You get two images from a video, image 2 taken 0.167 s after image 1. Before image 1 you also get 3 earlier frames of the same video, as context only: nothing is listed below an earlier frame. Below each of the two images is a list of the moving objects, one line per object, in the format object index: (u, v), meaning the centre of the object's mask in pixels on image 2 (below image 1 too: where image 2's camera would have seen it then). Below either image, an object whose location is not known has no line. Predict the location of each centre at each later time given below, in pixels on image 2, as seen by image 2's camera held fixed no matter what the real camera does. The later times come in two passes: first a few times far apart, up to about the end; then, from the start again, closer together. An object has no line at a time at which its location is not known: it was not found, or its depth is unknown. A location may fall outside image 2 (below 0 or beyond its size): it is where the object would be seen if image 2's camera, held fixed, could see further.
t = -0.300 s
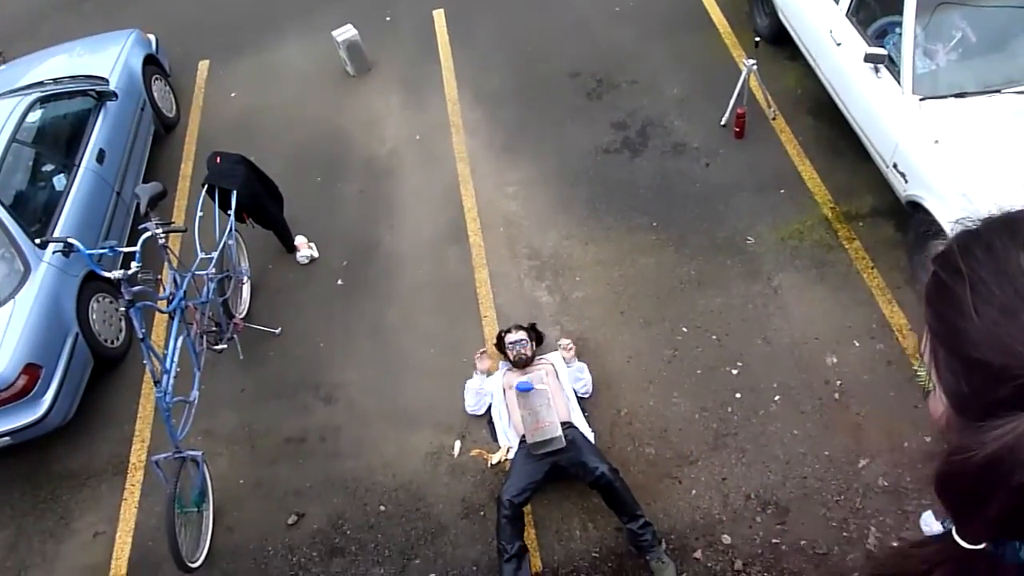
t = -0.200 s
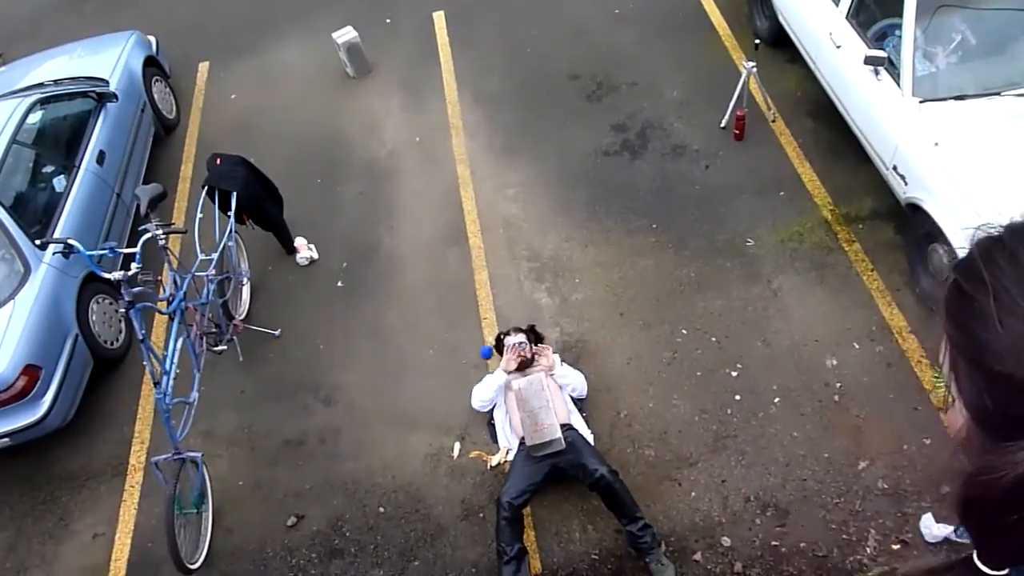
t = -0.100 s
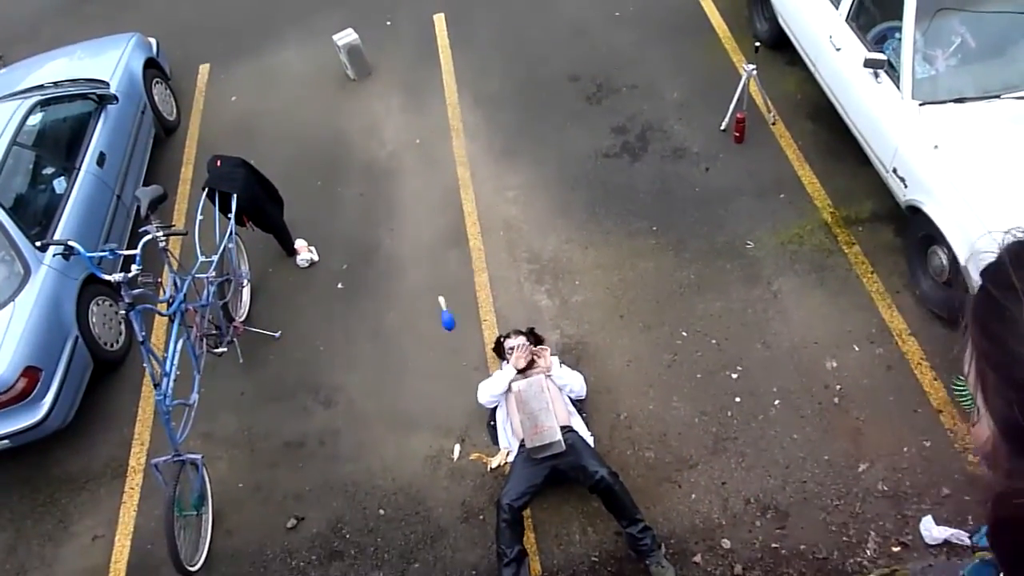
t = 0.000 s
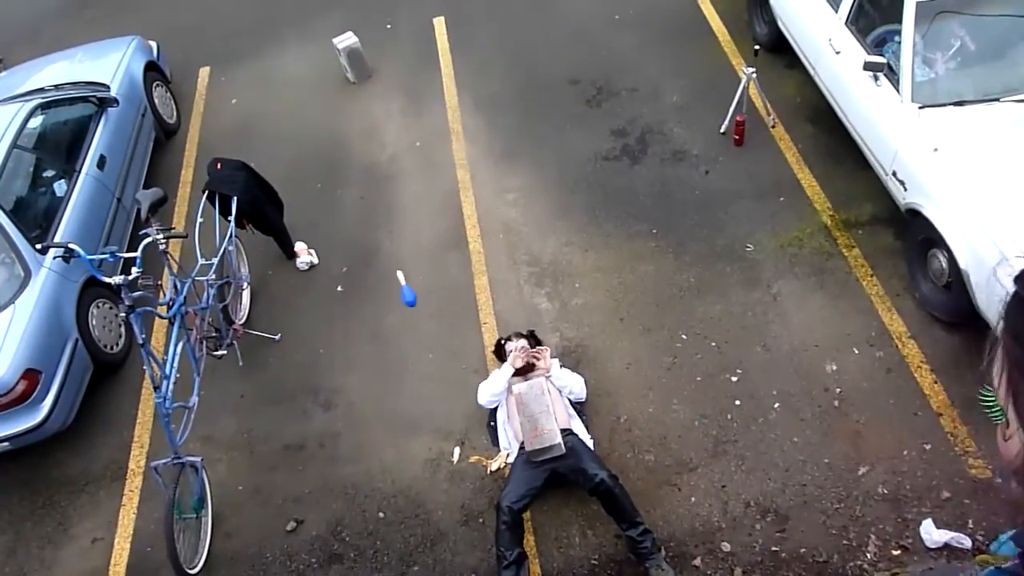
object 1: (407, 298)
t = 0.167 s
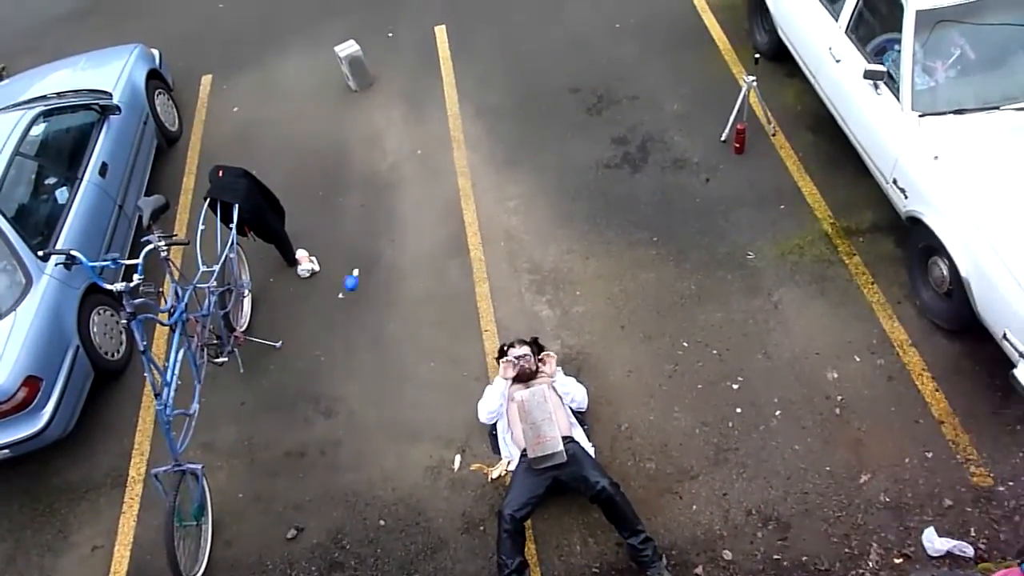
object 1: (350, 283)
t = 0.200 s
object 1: (342, 283)
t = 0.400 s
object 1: (311, 313)
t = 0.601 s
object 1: (308, 378)
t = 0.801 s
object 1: (318, 428)
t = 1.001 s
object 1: (334, 423)
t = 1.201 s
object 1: (357, 435)
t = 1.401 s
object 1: (362, 422)
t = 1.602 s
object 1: (362, 411)
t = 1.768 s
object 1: (369, 414)
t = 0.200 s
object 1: (342, 283)
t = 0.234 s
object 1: (336, 285)
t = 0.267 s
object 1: (331, 287)
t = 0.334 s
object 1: (321, 297)
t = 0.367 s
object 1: (314, 305)
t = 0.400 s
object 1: (311, 313)
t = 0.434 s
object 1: (309, 323)
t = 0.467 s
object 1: (307, 333)
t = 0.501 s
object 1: (307, 343)
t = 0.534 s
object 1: (306, 354)
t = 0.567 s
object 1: (307, 366)
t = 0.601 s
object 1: (308, 378)
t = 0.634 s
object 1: (309, 390)
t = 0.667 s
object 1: (311, 403)
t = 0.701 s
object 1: (313, 417)
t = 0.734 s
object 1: (317, 430)
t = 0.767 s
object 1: (318, 433)
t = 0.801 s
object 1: (318, 428)
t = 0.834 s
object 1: (319, 425)
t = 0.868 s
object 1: (321, 423)
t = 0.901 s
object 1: (323, 422)
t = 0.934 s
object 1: (326, 421)
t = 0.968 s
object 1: (330, 422)
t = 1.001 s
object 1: (334, 423)
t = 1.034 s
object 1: (338, 426)
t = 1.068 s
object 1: (343, 429)
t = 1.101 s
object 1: (349, 433)
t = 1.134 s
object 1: (354, 438)
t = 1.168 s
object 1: (357, 438)
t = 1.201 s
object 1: (357, 435)
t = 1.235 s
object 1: (357, 431)
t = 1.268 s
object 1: (357, 427)
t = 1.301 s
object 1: (357, 425)
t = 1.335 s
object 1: (358, 423)
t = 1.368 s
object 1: (360, 422)
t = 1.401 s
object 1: (362, 422)
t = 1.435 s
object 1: (365, 423)
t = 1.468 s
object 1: (364, 421)
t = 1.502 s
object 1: (363, 418)
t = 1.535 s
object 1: (362, 415)
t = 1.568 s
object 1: (362, 413)
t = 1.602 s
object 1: (362, 411)
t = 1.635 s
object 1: (362, 411)
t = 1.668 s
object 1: (363, 410)
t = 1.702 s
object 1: (365, 410)
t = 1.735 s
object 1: (367, 412)
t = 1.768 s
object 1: (369, 414)
